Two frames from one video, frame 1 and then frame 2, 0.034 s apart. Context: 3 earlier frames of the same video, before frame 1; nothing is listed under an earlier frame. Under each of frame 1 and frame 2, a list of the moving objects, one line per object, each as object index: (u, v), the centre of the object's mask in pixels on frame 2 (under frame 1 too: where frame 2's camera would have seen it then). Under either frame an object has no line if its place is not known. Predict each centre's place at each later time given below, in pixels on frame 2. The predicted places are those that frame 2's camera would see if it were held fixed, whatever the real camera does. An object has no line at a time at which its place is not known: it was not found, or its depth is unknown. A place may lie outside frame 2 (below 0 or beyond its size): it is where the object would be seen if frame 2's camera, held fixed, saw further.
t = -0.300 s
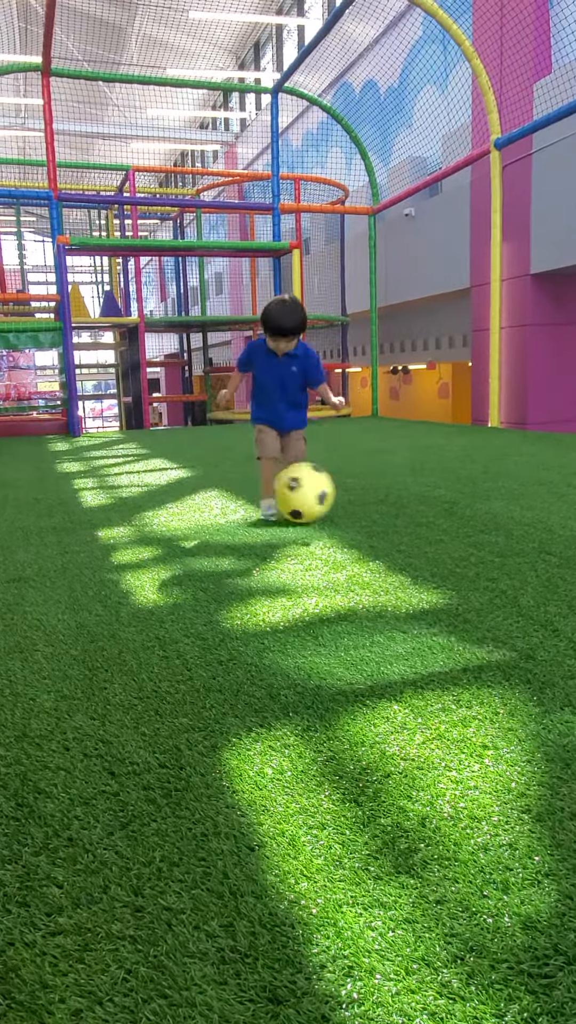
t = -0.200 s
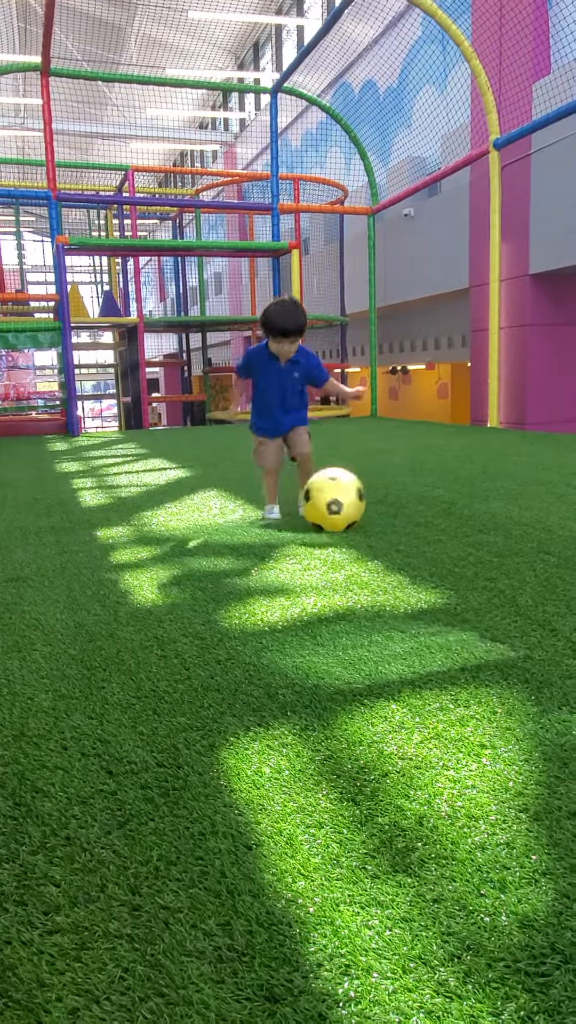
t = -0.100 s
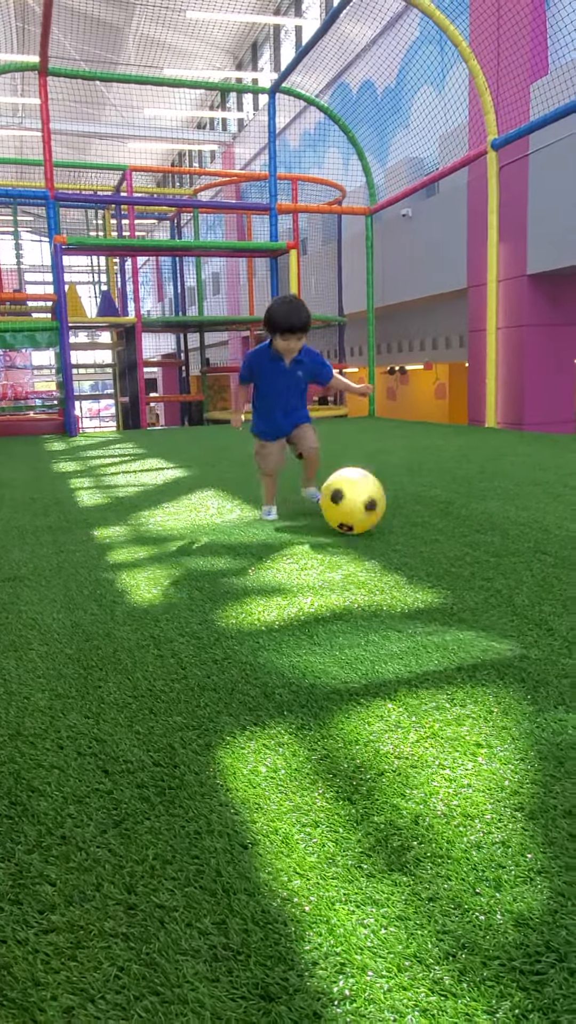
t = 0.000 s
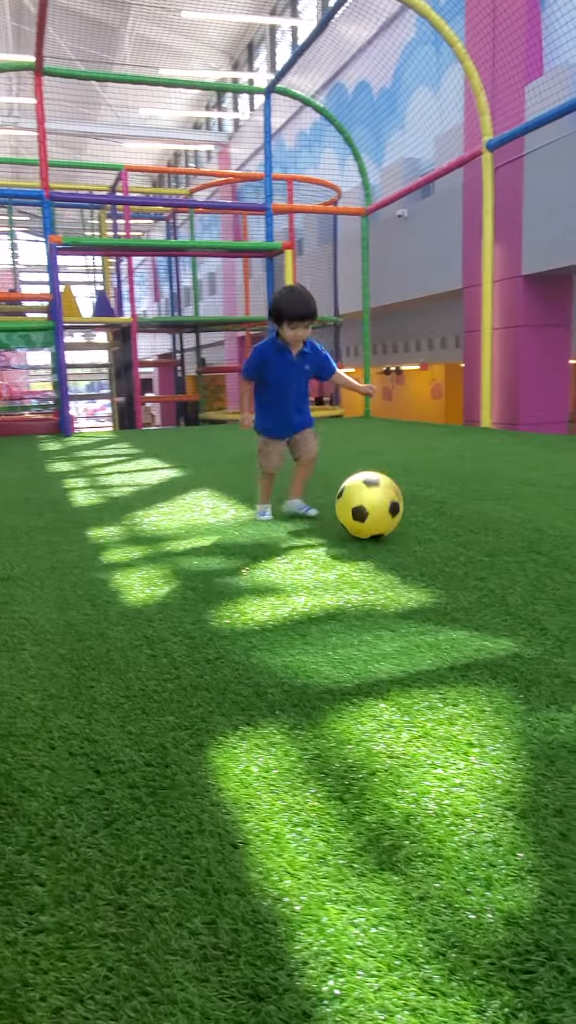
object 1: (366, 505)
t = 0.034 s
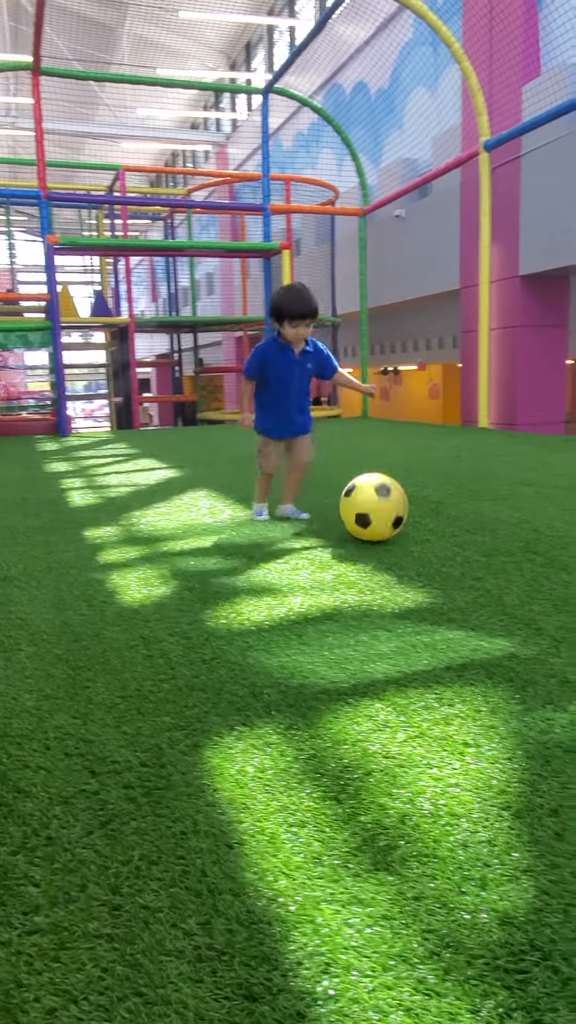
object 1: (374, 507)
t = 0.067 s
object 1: (381, 510)
